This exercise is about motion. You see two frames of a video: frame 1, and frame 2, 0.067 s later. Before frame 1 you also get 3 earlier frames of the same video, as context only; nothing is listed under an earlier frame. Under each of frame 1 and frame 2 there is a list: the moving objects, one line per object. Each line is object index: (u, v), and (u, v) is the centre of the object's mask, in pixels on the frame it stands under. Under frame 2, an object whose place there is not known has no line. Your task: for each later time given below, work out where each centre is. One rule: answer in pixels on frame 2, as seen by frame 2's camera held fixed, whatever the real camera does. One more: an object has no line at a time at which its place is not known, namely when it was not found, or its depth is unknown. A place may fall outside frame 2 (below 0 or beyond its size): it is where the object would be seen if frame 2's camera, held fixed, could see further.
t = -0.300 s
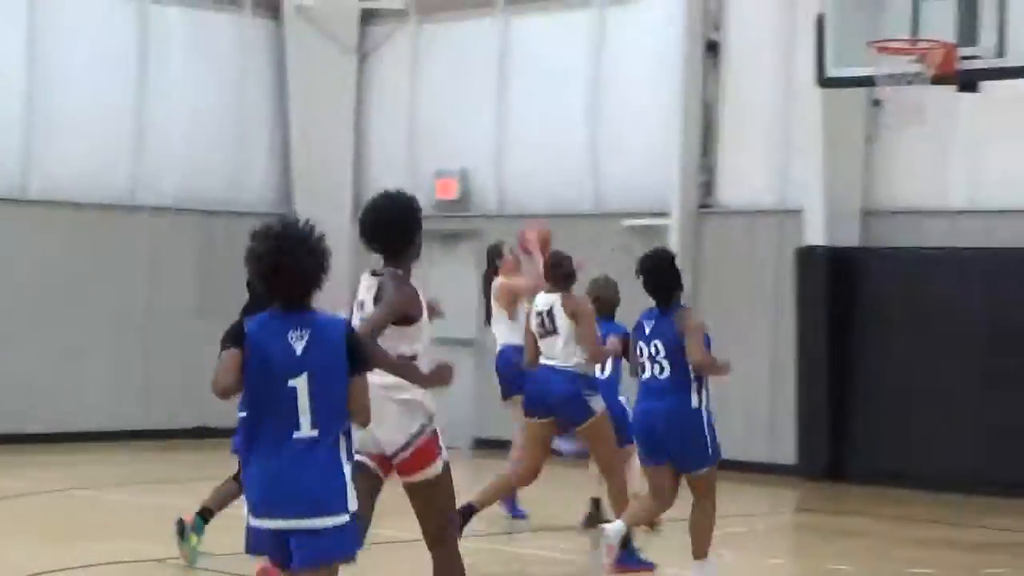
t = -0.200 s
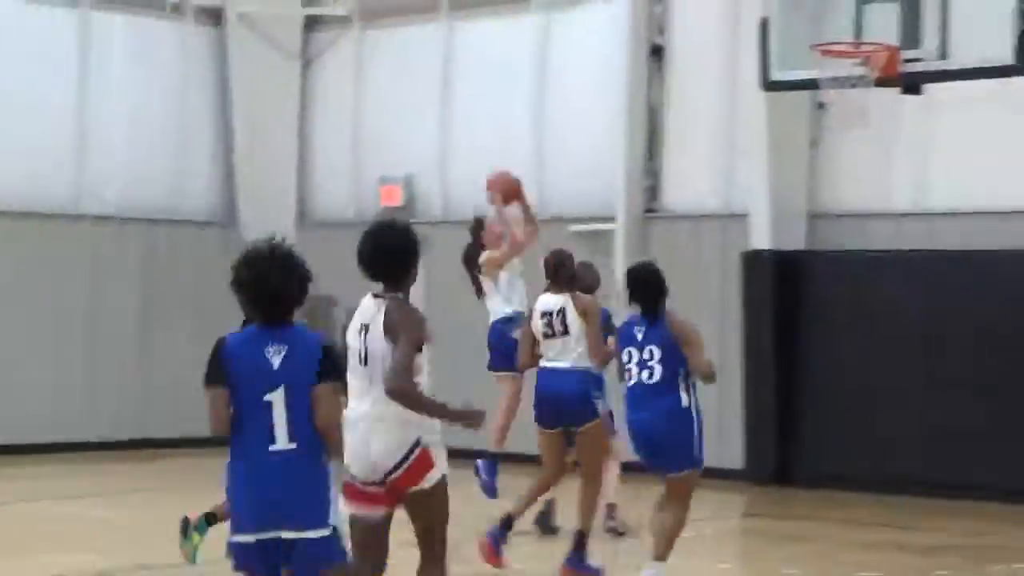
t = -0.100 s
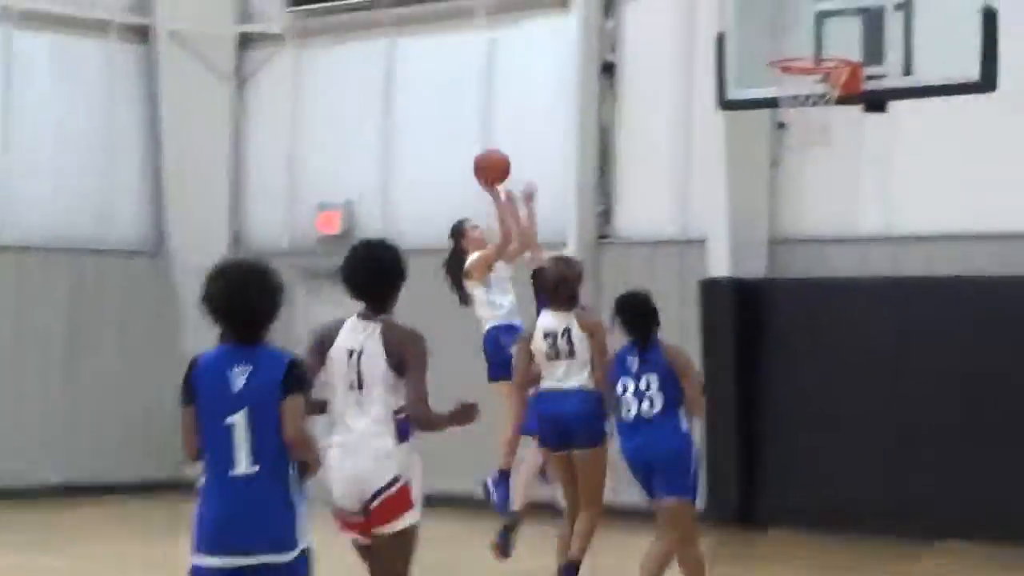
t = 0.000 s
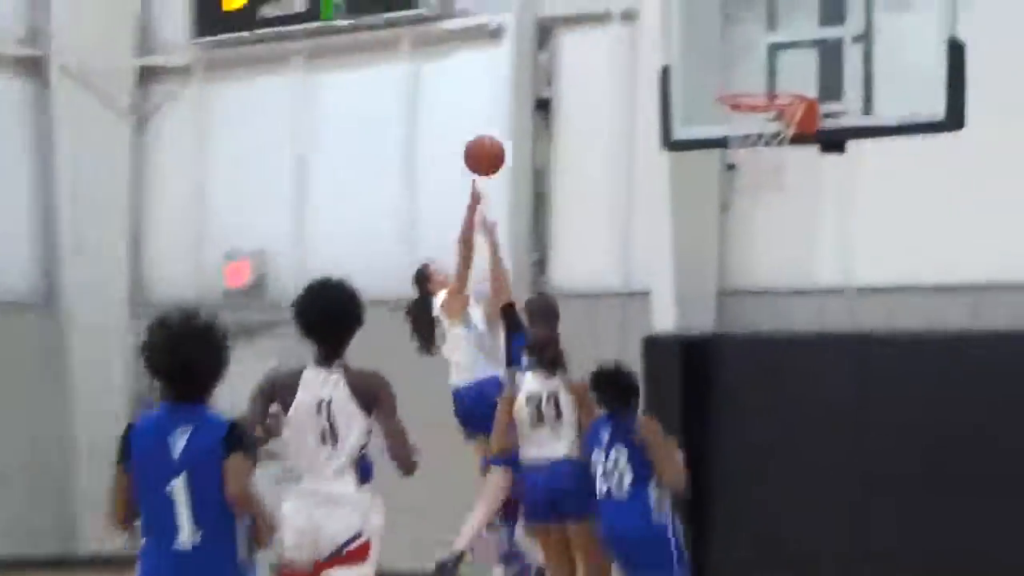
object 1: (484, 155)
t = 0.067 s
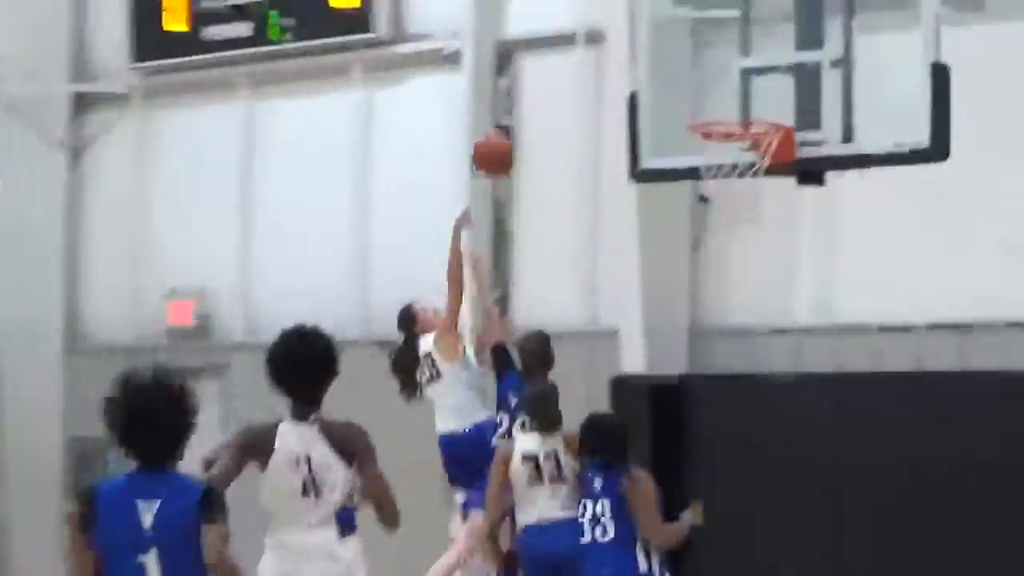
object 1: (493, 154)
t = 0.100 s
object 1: (518, 142)
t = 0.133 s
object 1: (544, 129)
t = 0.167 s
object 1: (569, 120)
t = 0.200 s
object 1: (596, 115)
